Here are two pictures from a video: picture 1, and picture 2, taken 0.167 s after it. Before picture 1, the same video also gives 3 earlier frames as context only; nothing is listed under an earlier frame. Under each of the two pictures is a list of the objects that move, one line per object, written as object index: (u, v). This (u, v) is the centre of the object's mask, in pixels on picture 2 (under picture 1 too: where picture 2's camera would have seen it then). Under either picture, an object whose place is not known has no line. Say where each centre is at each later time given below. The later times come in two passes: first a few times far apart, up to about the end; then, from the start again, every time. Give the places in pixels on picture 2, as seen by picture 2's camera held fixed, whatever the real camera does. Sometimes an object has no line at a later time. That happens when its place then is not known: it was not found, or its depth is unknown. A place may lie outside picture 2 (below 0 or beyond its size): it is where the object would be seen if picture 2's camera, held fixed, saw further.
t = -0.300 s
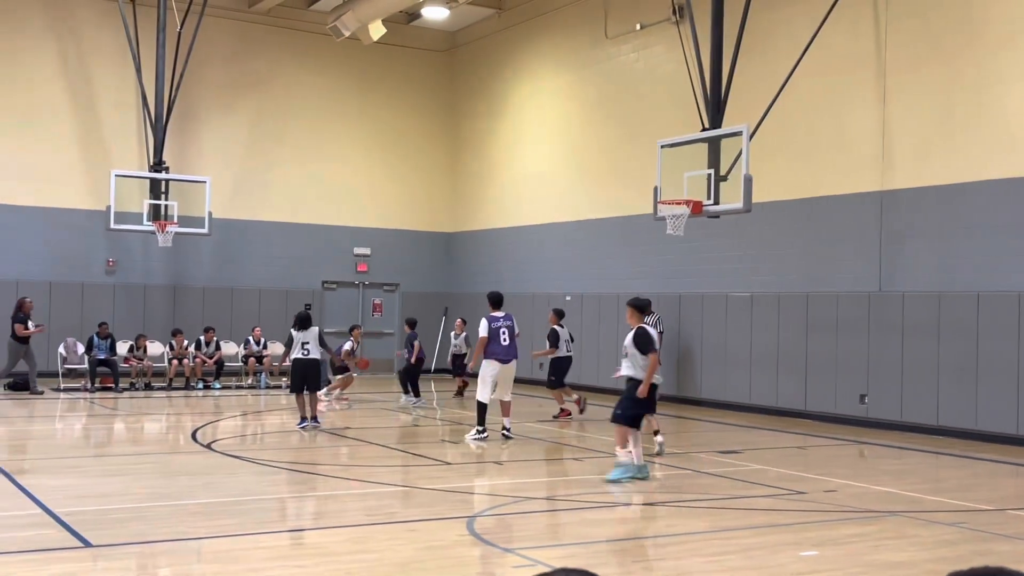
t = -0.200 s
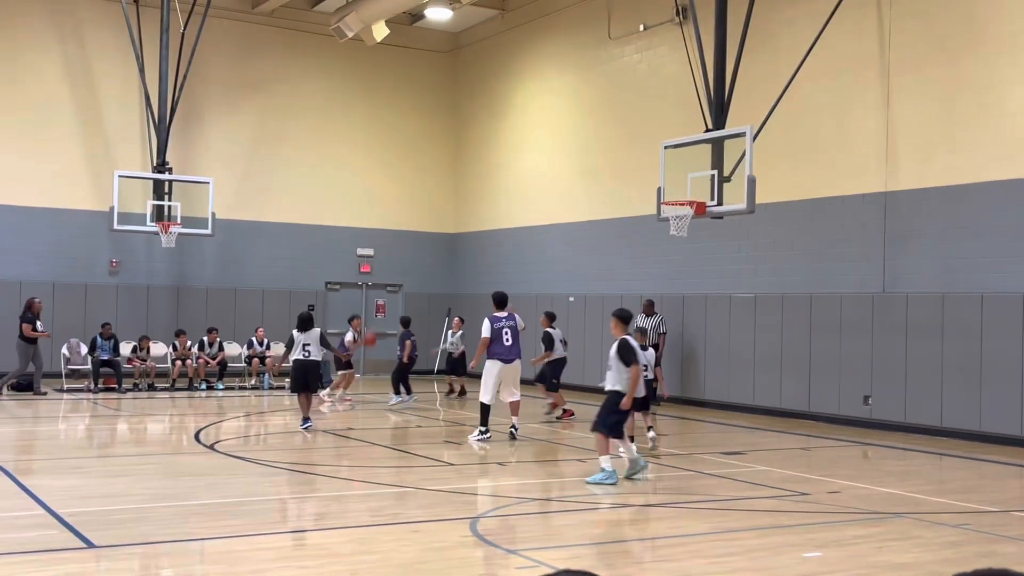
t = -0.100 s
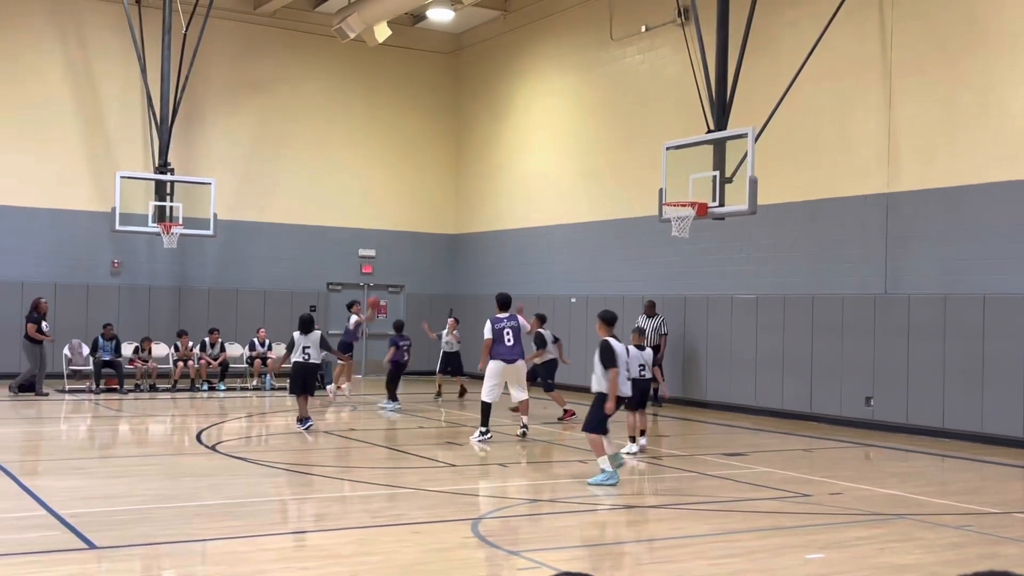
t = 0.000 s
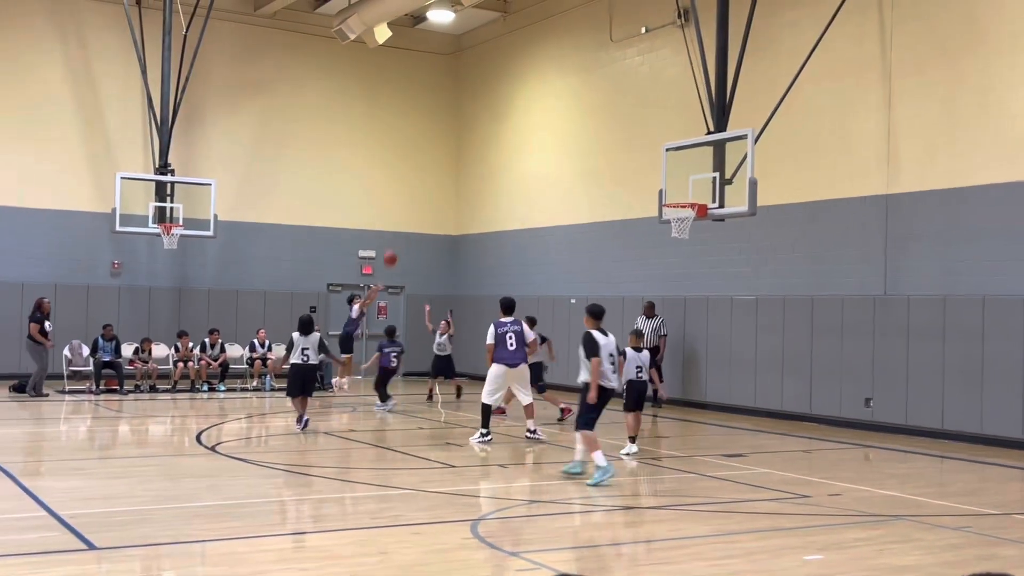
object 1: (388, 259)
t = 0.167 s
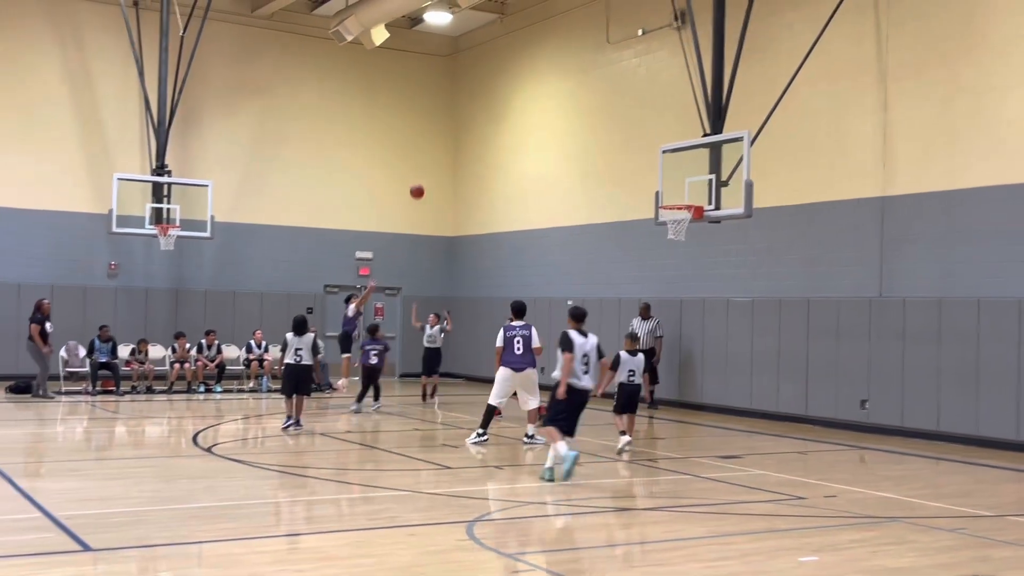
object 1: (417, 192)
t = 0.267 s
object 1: (435, 158)
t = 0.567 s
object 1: (489, 89)
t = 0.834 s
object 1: (539, 74)
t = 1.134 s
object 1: (599, 112)
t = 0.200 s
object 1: (423, 180)
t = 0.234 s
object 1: (429, 169)
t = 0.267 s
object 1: (435, 158)
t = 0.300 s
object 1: (441, 148)
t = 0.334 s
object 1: (447, 138)
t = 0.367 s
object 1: (453, 130)
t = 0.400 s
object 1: (459, 121)
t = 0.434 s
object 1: (465, 114)
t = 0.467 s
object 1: (471, 106)
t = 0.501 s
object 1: (477, 100)
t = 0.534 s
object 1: (483, 94)
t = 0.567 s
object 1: (489, 89)
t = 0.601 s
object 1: (496, 85)
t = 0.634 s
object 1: (501, 81)
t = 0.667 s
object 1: (507, 78)
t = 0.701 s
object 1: (514, 76)
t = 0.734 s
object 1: (520, 74)
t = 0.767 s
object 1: (527, 73)
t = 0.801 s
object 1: (533, 73)
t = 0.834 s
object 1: (539, 74)
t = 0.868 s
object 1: (546, 75)
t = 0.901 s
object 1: (553, 77)
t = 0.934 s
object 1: (559, 80)
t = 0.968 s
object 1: (566, 83)
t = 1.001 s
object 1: (572, 87)
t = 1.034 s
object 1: (579, 92)
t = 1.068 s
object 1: (586, 98)
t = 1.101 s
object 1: (592, 105)
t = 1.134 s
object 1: (599, 112)
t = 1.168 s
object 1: (606, 120)
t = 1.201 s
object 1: (613, 129)
